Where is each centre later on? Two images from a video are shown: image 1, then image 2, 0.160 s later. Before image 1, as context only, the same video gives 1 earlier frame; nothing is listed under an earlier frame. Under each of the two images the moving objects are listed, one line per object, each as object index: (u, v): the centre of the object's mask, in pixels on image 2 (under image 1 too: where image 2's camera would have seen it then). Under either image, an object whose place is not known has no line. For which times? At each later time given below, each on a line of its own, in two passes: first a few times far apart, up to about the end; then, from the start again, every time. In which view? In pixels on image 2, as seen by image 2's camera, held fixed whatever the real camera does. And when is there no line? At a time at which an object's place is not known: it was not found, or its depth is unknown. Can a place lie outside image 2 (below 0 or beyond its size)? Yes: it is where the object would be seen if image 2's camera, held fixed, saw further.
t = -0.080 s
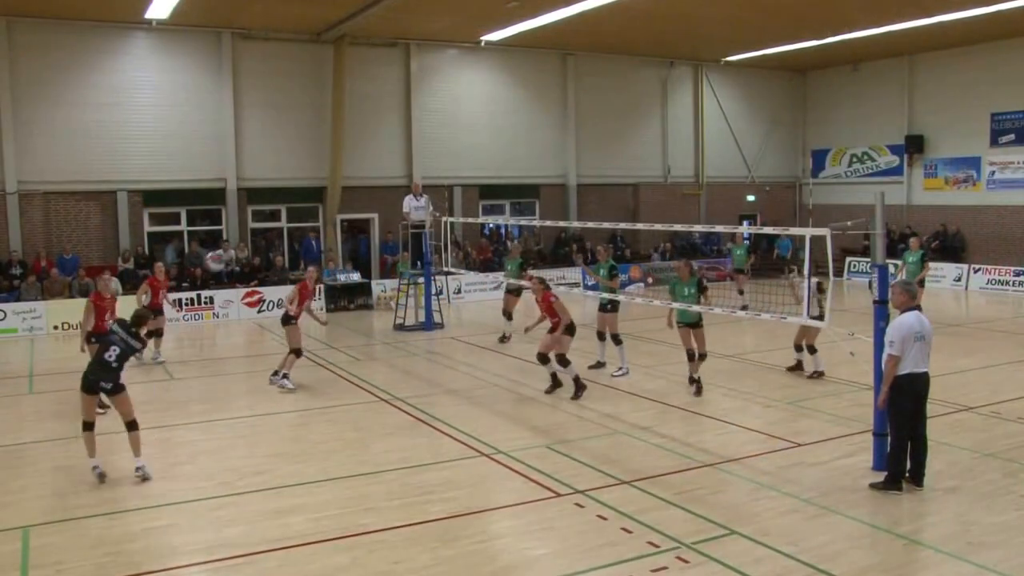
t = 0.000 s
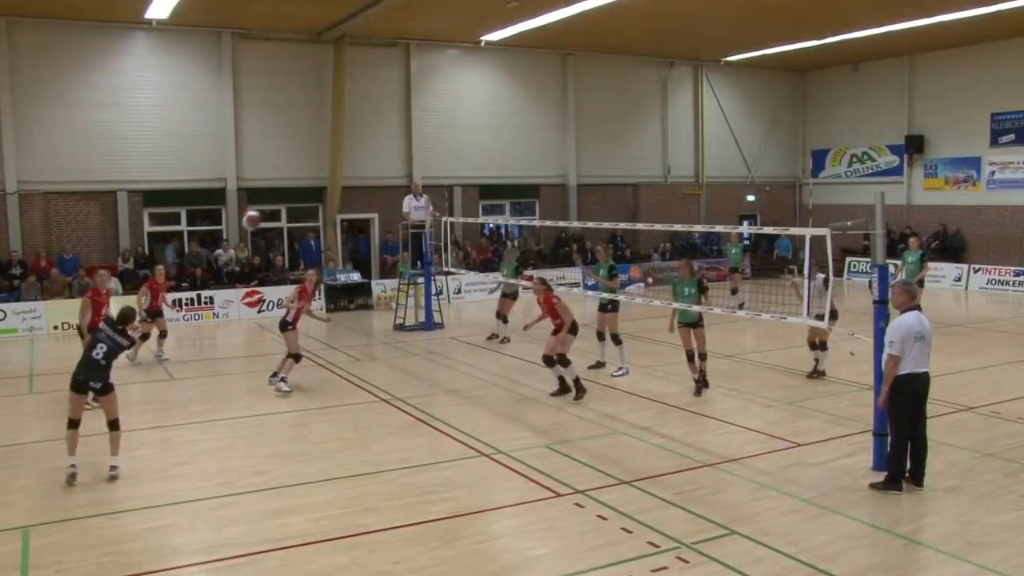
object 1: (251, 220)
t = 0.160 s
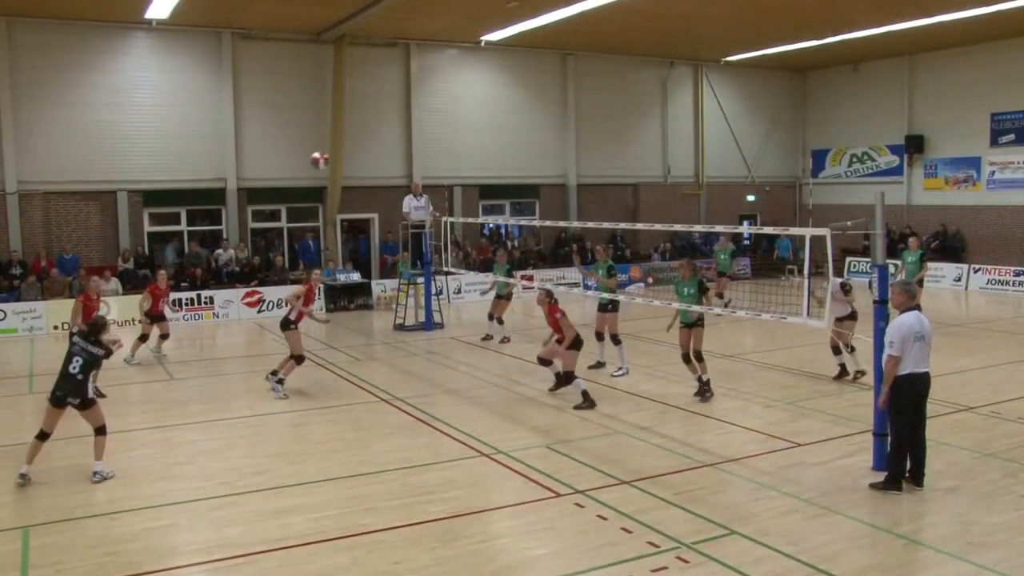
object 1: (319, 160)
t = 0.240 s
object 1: (351, 142)
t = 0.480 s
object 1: (434, 124)
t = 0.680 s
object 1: (492, 145)
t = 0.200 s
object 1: (335, 150)
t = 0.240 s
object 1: (351, 142)
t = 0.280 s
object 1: (366, 135)
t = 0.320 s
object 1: (381, 131)
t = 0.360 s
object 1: (395, 128)
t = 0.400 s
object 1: (408, 124)
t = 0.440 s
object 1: (422, 123)
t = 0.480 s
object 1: (434, 124)
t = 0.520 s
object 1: (447, 126)
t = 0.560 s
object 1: (459, 129)
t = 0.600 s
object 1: (469, 134)
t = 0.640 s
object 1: (481, 139)
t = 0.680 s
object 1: (492, 145)
